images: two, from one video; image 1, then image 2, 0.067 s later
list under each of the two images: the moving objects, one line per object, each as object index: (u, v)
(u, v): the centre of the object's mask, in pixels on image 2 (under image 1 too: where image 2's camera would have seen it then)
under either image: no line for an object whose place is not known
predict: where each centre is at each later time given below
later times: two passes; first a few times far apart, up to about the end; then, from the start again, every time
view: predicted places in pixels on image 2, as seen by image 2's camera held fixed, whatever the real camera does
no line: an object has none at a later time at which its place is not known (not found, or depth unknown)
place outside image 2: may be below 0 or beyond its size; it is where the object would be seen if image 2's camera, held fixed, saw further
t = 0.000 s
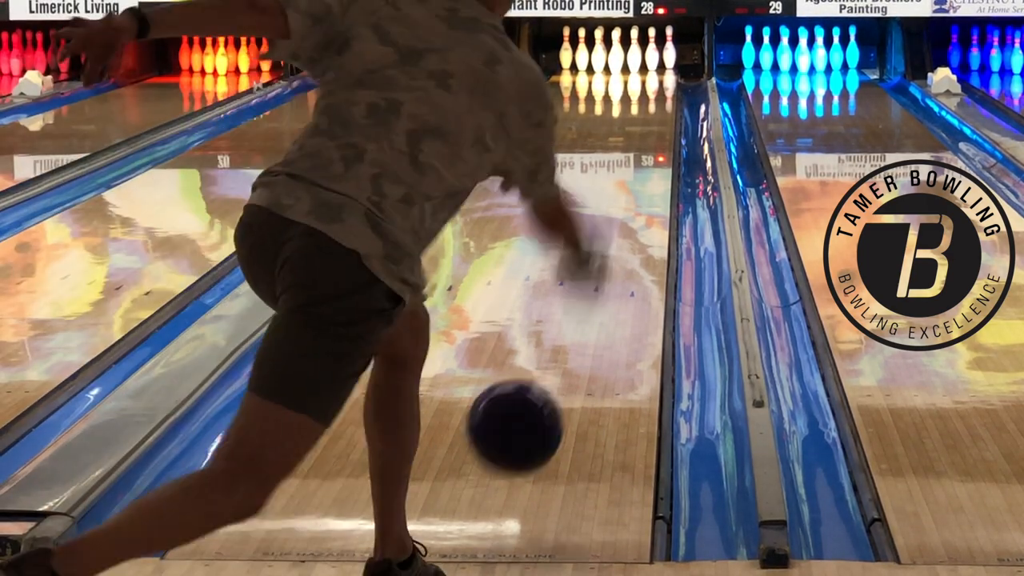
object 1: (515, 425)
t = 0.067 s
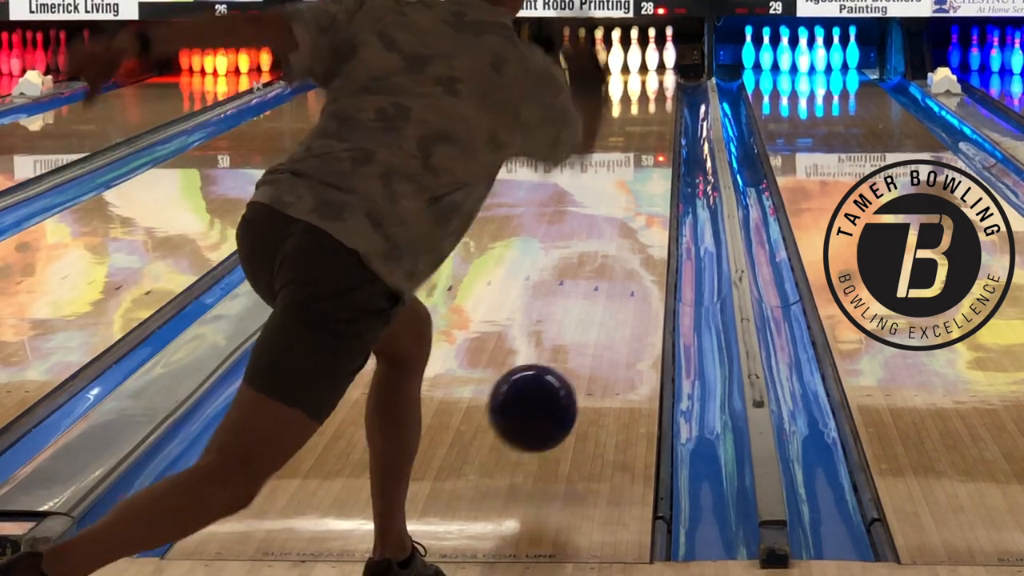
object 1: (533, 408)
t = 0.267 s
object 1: (573, 351)
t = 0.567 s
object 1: (610, 257)
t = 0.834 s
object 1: (629, 202)
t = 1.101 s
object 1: (642, 163)
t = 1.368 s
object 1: (649, 133)
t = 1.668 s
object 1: (652, 109)
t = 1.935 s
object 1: (651, 91)
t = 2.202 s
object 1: (645, 78)
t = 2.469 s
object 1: (634, 67)
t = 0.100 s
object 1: (541, 406)
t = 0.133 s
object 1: (548, 408)
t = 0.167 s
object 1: (555, 389)
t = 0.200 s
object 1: (561, 374)
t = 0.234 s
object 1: (567, 362)
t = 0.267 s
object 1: (573, 351)
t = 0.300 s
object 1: (578, 338)
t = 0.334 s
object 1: (583, 326)
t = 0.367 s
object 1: (588, 315)
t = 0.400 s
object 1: (592, 303)
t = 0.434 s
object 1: (596, 293)
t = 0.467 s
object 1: (600, 284)
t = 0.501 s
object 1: (603, 275)
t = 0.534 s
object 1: (607, 266)
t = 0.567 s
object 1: (610, 257)
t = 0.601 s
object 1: (613, 249)
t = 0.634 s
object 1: (616, 242)
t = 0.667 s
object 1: (618, 235)
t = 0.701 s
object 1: (621, 227)
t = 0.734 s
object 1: (623, 221)
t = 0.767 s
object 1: (626, 215)
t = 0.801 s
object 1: (628, 209)
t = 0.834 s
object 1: (629, 202)
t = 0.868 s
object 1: (631, 197)
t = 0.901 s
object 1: (633, 191)
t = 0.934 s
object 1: (635, 186)
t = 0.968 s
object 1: (637, 181)
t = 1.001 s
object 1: (638, 177)
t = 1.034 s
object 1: (639, 172)
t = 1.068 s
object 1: (641, 168)
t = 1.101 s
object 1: (642, 163)
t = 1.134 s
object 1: (643, 159)
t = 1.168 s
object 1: (644, 155)
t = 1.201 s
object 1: (645, 151)
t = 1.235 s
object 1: (646, 147)
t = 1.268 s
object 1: (647, 144)
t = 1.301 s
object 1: (648, 140)
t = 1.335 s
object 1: (648, 137)
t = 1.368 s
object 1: (649, 133)
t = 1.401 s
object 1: (650, 130)
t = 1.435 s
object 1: (650, 127)
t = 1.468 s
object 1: (651, 124)
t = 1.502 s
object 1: (651, 121)
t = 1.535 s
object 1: (651, 119)
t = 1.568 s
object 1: (652, 116)
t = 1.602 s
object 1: (652, 113)
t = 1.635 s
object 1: (652, 111)
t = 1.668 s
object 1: (652, 109)
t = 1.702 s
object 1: (652, 106)
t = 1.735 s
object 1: (653, 104)
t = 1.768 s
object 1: (653, 101)
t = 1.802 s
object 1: (653, 99)
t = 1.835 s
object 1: (653, 97)
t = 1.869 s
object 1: (653, 95)
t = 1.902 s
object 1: (652, 93)
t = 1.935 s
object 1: (651, 91)
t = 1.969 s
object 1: (651, 89)
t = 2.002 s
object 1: (650, 87)
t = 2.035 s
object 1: (650, 86)
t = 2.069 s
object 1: (649, 84)
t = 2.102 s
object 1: (648, 82)
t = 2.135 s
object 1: (647, 81)
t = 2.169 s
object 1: (646, 79)
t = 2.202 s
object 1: (645, 78)
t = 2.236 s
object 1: (643, 76)
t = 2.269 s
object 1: (642, 75)
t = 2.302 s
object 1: (641, 73)
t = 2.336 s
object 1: (639, 72)
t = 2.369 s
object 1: (637, 71)
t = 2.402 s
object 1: (636, 70)
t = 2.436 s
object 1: (635, 68)
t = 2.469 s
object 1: (634, 67)
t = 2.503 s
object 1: (632, 66)
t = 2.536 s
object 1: (631, 65)
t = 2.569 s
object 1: (630, 64)
